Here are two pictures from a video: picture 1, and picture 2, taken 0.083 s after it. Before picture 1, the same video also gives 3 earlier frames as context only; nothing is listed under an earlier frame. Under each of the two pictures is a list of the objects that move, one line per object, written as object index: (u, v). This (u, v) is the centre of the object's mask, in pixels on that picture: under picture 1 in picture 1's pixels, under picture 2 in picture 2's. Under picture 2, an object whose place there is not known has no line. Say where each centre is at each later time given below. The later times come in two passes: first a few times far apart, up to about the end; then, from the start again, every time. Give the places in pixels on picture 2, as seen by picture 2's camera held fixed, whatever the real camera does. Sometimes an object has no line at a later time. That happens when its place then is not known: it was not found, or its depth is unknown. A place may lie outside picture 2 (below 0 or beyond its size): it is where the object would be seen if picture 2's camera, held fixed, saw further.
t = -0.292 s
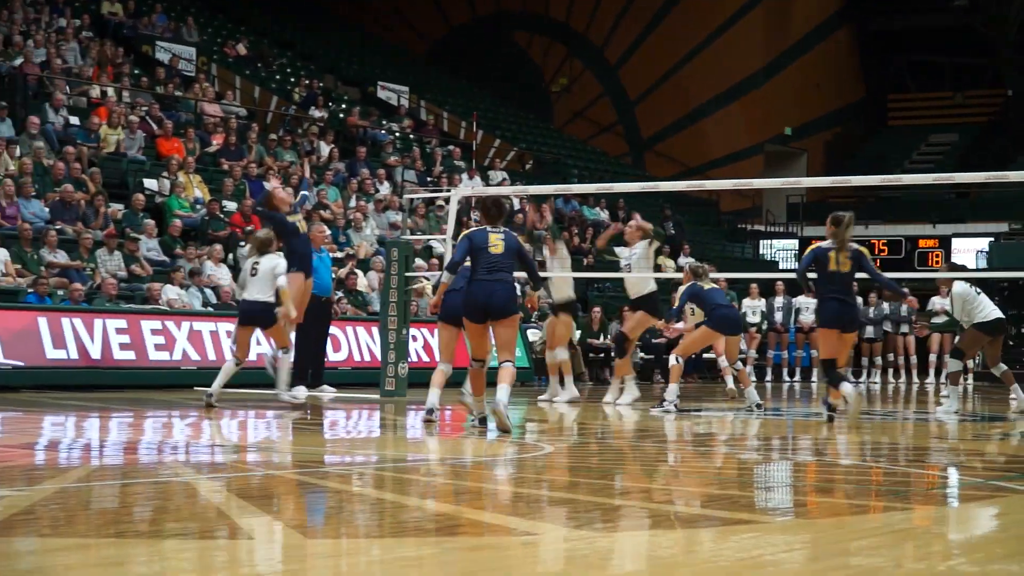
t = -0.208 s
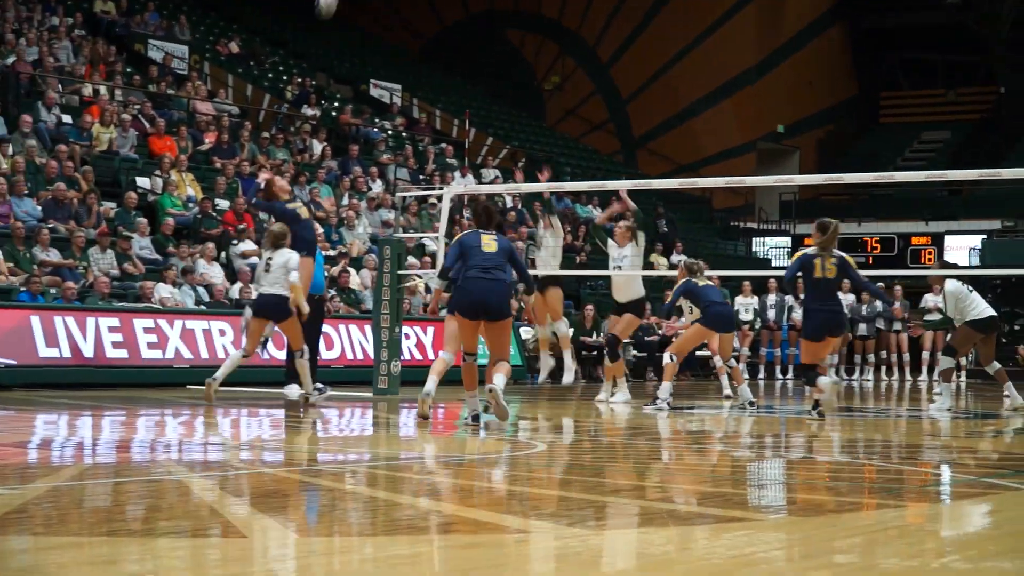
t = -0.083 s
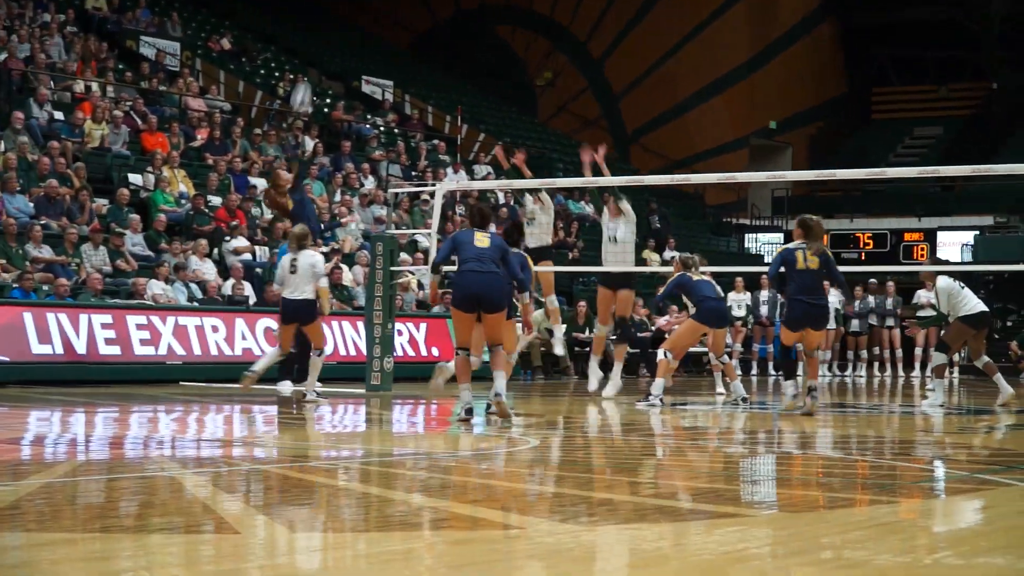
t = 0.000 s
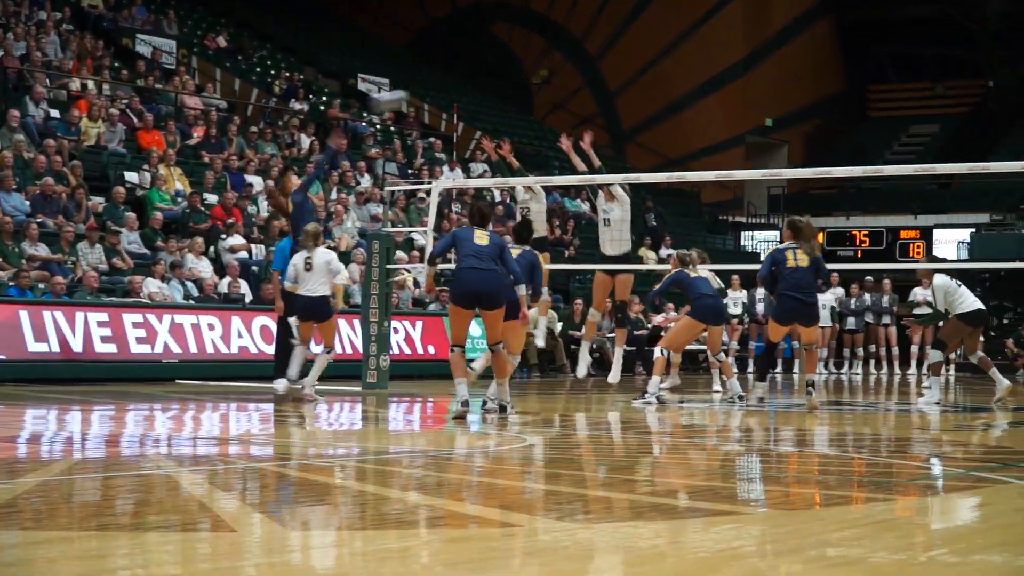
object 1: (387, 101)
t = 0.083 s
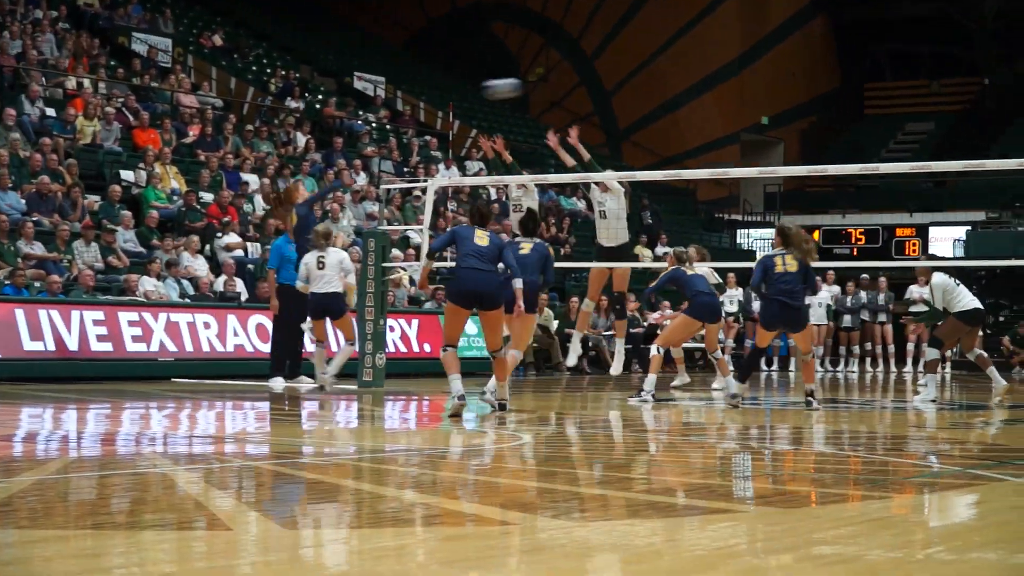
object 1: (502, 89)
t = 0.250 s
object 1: (716, 89)
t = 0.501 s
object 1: (984, 130)
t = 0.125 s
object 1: (558, 86)
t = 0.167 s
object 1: (612, 86)
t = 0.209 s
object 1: (665, 87)
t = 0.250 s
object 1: (716, 89)
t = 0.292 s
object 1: (764, 94)
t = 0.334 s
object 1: (811, 99)
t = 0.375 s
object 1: (856, 105)
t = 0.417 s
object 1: (902, 112)
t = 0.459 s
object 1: (944, 120)
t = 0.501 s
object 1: (984, 130)
